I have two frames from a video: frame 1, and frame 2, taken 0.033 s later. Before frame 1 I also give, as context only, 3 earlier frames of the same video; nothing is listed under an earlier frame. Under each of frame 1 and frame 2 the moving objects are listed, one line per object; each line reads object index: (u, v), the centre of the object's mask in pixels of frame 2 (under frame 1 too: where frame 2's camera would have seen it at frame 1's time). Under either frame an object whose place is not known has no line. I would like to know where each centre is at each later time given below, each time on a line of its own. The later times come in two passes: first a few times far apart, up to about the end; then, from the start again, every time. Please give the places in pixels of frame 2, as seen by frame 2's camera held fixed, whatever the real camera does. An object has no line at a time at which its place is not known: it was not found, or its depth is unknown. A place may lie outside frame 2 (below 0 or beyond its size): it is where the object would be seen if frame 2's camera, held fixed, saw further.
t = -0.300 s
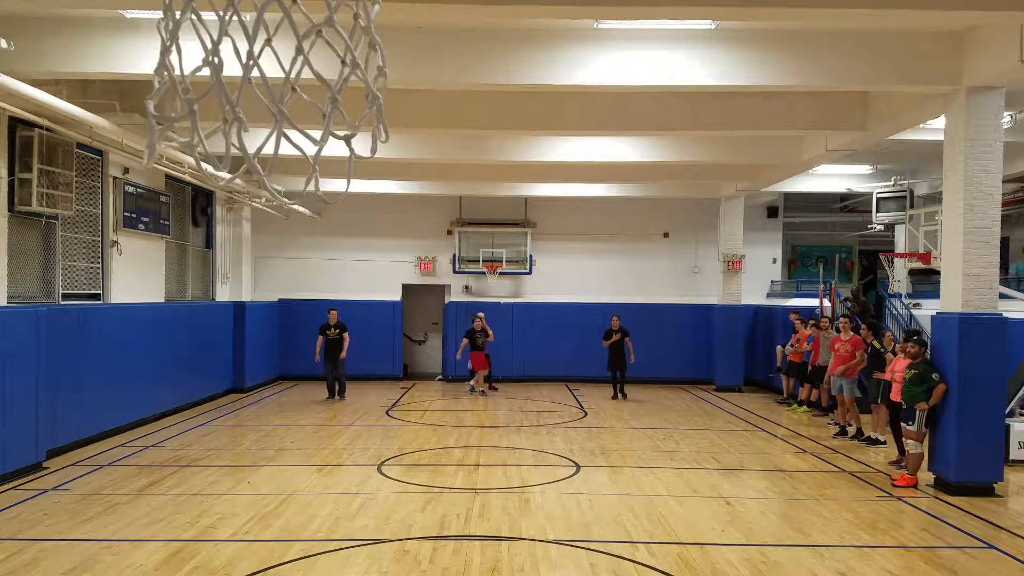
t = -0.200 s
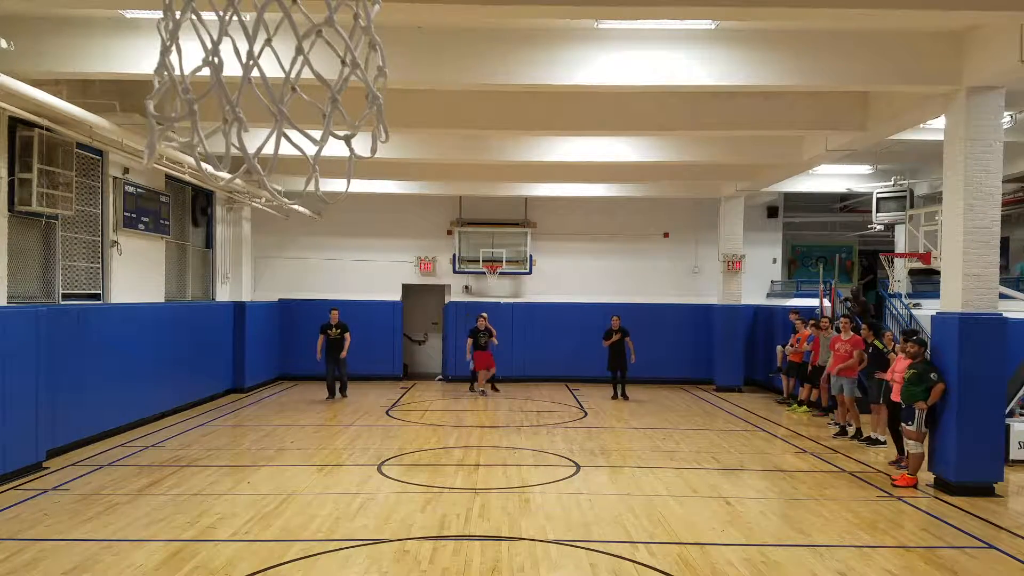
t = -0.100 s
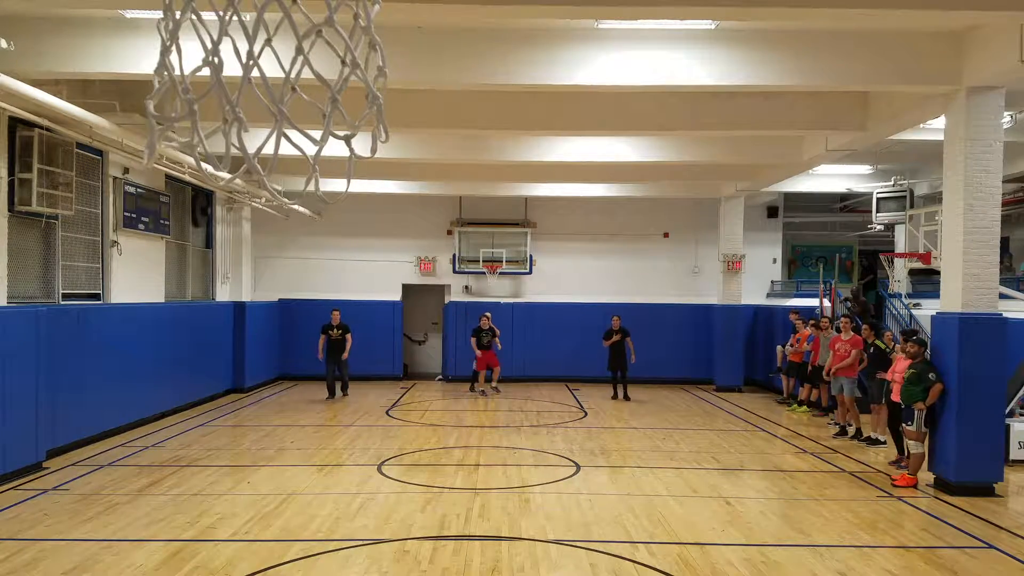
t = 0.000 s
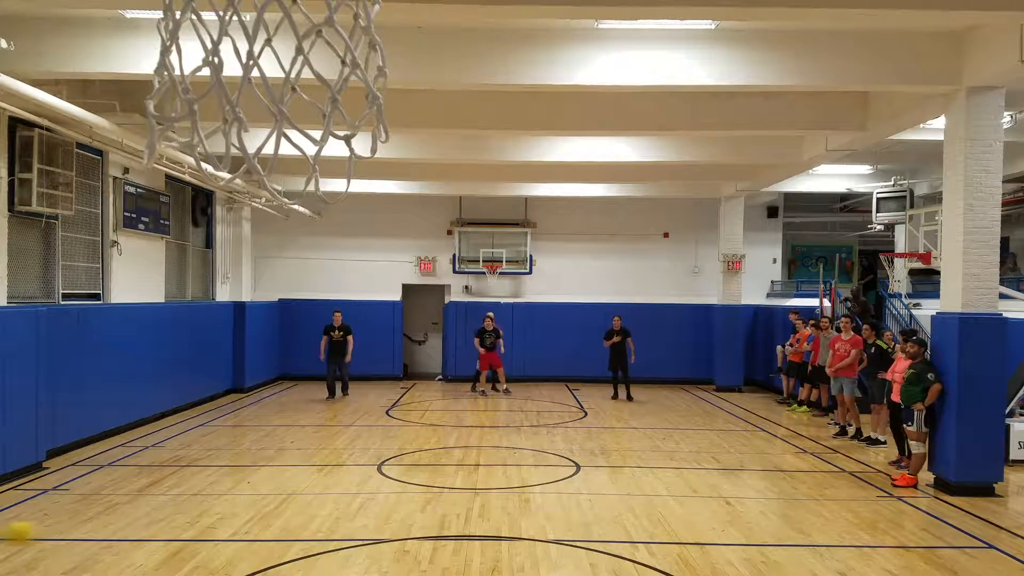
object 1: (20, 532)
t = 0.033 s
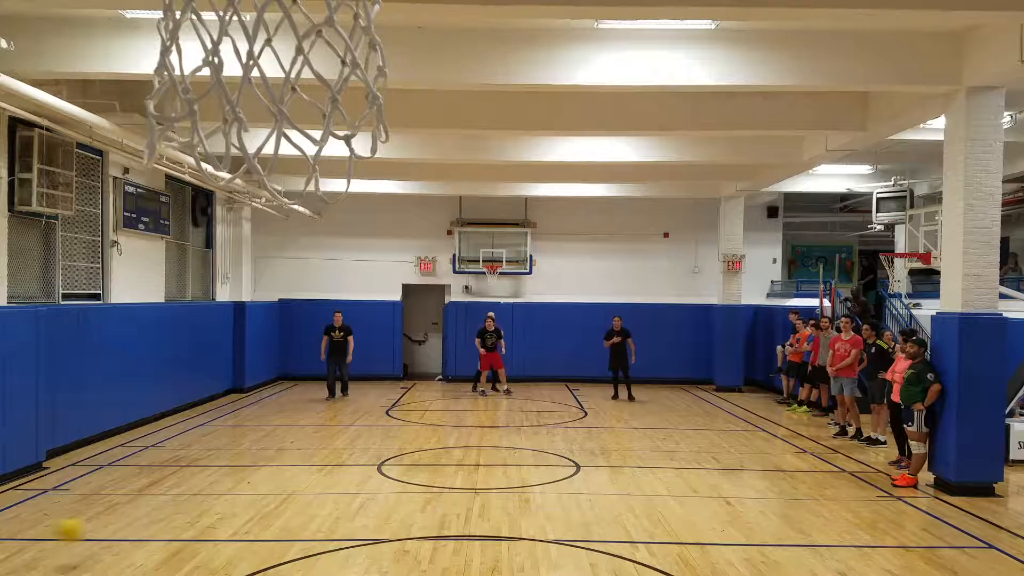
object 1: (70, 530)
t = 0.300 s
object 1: (282, 459)
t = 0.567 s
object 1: (399, 441)
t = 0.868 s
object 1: (483, 421)
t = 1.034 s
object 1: (517, 415)
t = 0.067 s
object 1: (115, 529)
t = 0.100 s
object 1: (155, 531)
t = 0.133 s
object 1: (180, 522)
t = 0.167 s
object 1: (202, 505)
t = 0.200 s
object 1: (224, 489)
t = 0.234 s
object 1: (246, 477)
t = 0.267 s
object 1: (264, 467)
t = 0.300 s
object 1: (282, 459)
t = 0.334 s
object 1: (299, 451)
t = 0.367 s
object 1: (316, 447)
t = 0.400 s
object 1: (332, 443)
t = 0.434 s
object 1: (346, 440)
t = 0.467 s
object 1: (360, 438)
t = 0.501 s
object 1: (373, 437)
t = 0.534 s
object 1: (385, 439)
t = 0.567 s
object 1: (399, 441)
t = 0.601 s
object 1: (409, 444)
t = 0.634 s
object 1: (420, 447)
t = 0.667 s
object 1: (430, 452)
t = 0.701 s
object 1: (439, 451)
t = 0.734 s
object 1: (449, 442)
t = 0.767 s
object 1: (458, 436)
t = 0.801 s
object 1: (467, 429)
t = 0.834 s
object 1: (475, 424)
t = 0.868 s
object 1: (483, 421)
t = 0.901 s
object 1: (490, 418)
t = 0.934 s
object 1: (498, 417)
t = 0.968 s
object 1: (505, 416)
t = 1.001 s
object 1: (512, 414)
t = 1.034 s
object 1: (517, 415)
